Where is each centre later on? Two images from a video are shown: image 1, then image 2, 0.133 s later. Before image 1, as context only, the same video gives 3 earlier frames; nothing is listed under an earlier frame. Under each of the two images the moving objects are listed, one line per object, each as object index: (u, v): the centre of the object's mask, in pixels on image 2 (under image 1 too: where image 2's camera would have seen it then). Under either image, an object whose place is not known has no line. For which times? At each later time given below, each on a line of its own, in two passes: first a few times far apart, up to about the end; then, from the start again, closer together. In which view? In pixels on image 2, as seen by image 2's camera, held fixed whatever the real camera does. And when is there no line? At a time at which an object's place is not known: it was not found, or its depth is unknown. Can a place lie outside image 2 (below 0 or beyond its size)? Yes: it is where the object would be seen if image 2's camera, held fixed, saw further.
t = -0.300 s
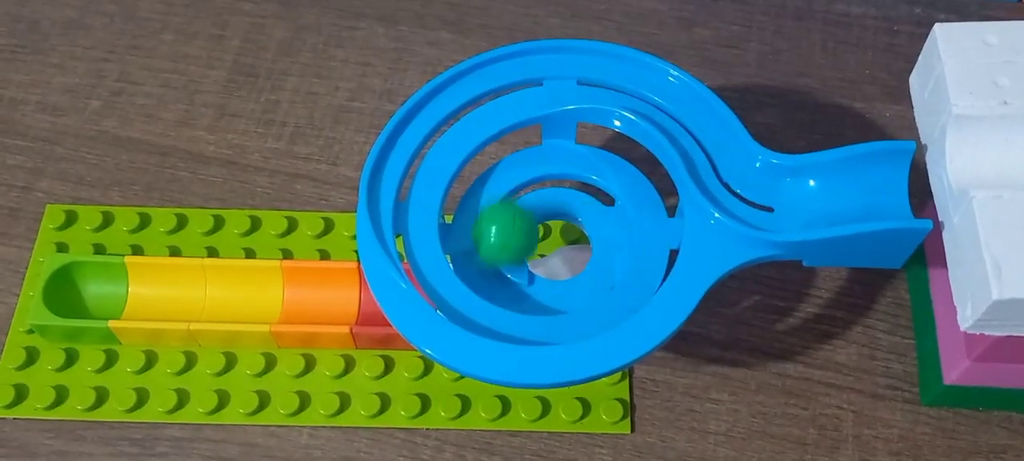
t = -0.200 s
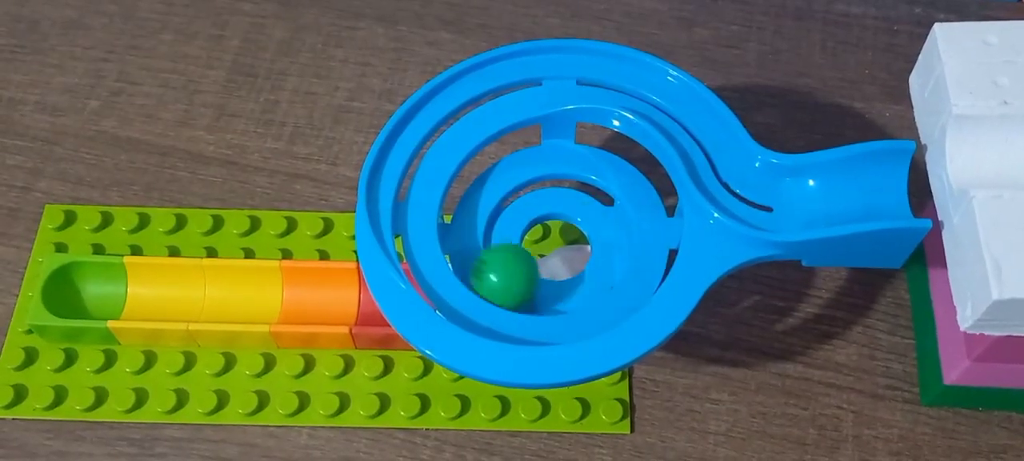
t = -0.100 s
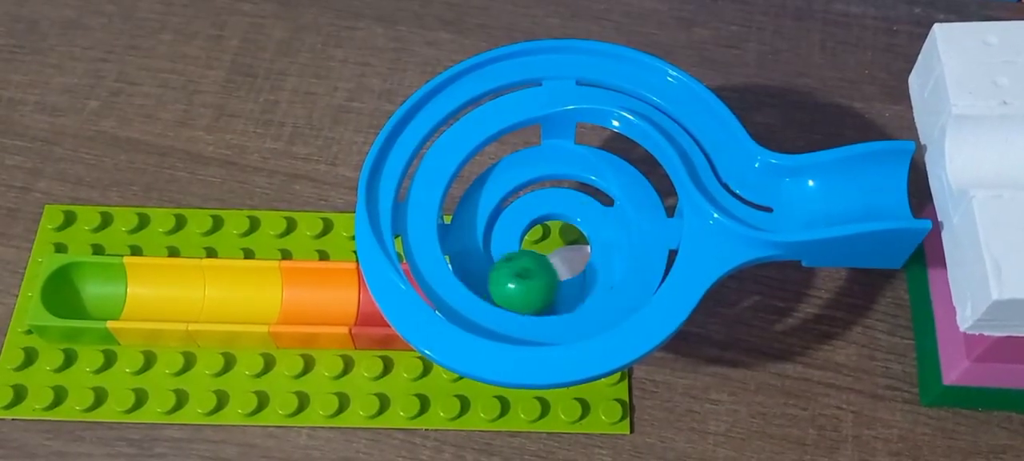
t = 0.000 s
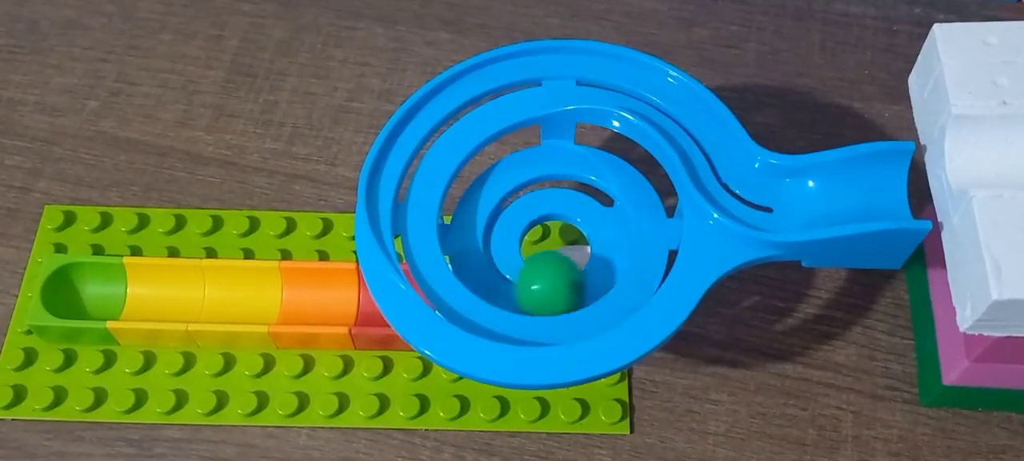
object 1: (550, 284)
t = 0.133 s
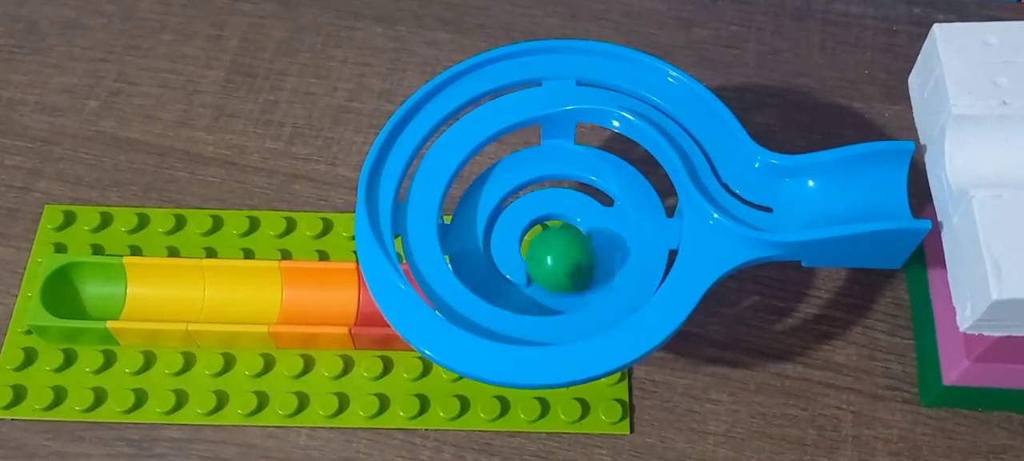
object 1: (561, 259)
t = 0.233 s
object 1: (557, 252)
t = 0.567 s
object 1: (205, 291)
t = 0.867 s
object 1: (86, 290)
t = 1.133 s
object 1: (122, 291)
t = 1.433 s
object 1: (191, 292)
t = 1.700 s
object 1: (235, 294)
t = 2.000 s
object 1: (275, 294)
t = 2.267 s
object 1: (248, 295)
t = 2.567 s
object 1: (212, 293)
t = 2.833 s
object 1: (202, 293)
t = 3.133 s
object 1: (214, 294)
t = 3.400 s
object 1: (234, 294)
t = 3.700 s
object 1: (267, 295)
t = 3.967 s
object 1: (251, 295)
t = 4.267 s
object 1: (240, 294)
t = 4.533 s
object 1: (244, 294)
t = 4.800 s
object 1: (258, 294)
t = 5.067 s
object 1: (268, 295)
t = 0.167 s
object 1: (558, 251)
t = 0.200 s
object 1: (556, 246)
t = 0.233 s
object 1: (557, 252)
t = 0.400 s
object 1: (368, 306)
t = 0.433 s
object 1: (349, 298)
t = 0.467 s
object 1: (316, 295)
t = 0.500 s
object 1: (277, 292)
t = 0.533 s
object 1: (242, 293)
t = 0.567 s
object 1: (205, 291)
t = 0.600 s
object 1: (172, 292)
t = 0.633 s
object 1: (133, 291)
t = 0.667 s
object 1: (87, 291)
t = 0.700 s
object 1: (73, 290)
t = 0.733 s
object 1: (65, 287)
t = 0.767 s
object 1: (69, 289)
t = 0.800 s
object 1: (71, 289)
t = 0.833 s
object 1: (85, 290)
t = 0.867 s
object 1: (86, 290)
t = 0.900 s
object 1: (88, 290)
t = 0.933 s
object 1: (91, 290)
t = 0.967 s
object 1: (94, 290)
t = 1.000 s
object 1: (97, 290)
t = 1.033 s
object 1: (103, 291)
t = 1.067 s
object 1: (109, 291)
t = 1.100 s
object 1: (115, 292)
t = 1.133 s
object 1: (122, 291)
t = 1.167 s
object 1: (129, 291)
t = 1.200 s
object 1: (137, 291)
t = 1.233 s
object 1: (144, 291)
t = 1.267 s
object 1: (152, 292)
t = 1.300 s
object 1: (160, 292)
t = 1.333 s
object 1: (168, 291)
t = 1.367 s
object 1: (177, 292)
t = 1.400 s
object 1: (185, 292)
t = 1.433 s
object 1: (191, 292)
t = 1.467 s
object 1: (196, 292)
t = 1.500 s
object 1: (201, 293)
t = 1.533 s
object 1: (207, 293)
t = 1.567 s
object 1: (211, 293)
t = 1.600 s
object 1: (217, 294)
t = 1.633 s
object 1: (223, 293)
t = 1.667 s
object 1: (229, 294)
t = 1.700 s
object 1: (235, 294)
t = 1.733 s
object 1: (242, 295)
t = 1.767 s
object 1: (249, 294)
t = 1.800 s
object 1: (255, 294)
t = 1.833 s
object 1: (261, 294)
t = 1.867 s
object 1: (267, 294)
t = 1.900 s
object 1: (271, 294)
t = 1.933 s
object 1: (273, 294)
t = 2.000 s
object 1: (275, 294)
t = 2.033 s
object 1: (274, 294)
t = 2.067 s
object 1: (274, 294)
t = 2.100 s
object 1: (273, 294)
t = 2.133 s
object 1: (270, 294)
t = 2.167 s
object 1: (264, 294)
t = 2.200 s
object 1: (259, 294)
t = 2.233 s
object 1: (253, 294)
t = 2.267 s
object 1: (248, 295)
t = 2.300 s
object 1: (242, 294)
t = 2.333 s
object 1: (237, 294)
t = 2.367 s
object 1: (233, 294)
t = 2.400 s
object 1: (228, 294)
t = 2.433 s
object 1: (225, 294)
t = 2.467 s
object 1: (221, 294)
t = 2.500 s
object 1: (217, 293)
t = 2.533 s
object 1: (214, 293)
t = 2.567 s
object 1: (212, 293)
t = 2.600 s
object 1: (209, 293)
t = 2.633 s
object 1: (207, 293)
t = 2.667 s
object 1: (206, 293)
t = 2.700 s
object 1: (204, 293)
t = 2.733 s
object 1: (203, 293)
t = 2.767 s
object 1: (202, 293)
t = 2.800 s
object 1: (202, 293)
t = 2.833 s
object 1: (202, 293)
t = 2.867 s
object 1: (202, 293)
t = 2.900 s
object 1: (203, 293)
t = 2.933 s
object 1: (205, 293)
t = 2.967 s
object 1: (206, 293)
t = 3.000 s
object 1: (208, 293)
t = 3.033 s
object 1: (209, 293)
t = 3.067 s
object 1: (210, 293)
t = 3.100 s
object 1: (212, 293)
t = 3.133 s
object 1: (214, 294)
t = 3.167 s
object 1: (216, 294)
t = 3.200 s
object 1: (218, 294)
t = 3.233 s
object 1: (221, 294)
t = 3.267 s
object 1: (223, 294)
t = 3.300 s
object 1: (226, 294)
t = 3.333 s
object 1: (229, 294)
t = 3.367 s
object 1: (231, 294)
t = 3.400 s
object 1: (234, 294)
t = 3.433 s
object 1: (237, 294)
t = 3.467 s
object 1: (241, 294)
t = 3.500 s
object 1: (244, 294)
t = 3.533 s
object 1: (248, 294)
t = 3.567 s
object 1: (252, 294)
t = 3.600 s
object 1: (256, 294)
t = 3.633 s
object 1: (259, 294)
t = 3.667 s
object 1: (263, 294)
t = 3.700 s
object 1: (267, 295)
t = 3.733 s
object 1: (269, 294)
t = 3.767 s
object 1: (267, 295)
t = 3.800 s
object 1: (265, 294)
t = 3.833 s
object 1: (261, 295)
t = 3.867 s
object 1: (259, 294)
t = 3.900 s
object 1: (256, 295)
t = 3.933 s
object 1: (254, 294)
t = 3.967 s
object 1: (251, 295)
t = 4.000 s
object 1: (249, 295)
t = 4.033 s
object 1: (248, 294)
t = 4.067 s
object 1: (246, 294)
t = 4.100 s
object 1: (244, 295)
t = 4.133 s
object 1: (243, 295)
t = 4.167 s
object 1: (242, 294)
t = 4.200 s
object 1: (241, 294)
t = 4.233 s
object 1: (240, 295)
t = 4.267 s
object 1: (240, 294)
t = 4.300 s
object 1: (241, 294)
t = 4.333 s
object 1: (241, 294)
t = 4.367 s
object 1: (241, 294)
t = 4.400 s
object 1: (241, 294)
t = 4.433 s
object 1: (242, 294)
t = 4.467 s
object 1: (243, 294)
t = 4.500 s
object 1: (244, 294)
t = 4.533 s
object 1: (244, 294)
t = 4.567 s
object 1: (247, 294)
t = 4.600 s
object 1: (248, 295)
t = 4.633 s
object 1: (250, 294)
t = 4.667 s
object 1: (252, 294)
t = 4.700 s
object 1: (253, 294)
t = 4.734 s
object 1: (255, 294)
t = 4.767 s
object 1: (257, 294)
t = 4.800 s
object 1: (258, 294)
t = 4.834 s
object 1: (260, 294)
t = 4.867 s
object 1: (262, 294)
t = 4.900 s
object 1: (263, 294)
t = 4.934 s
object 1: (264, 295)
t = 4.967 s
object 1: (265, 295)
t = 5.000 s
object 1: (266, 295)
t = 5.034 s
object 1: (267, 295)
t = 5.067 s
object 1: (268, 295)
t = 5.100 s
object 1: (268, 295)
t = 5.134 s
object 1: (267, 294)
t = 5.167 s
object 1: (267, 295)
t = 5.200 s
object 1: (266, 295)
